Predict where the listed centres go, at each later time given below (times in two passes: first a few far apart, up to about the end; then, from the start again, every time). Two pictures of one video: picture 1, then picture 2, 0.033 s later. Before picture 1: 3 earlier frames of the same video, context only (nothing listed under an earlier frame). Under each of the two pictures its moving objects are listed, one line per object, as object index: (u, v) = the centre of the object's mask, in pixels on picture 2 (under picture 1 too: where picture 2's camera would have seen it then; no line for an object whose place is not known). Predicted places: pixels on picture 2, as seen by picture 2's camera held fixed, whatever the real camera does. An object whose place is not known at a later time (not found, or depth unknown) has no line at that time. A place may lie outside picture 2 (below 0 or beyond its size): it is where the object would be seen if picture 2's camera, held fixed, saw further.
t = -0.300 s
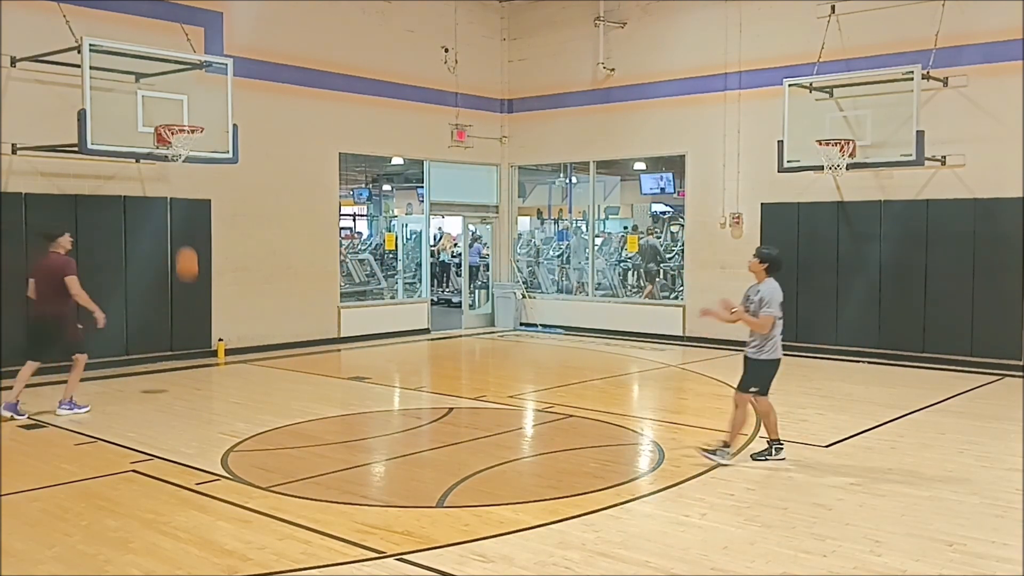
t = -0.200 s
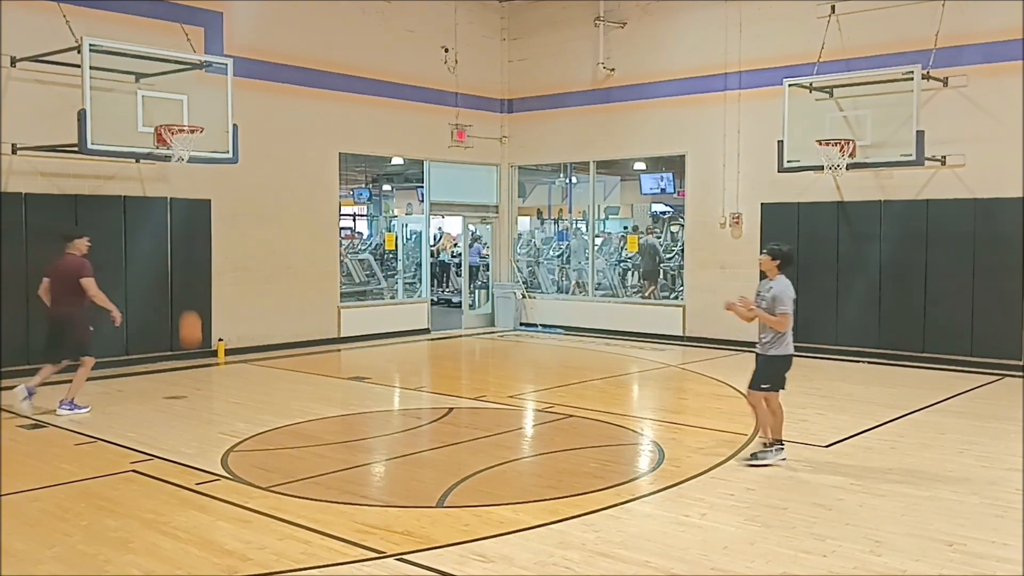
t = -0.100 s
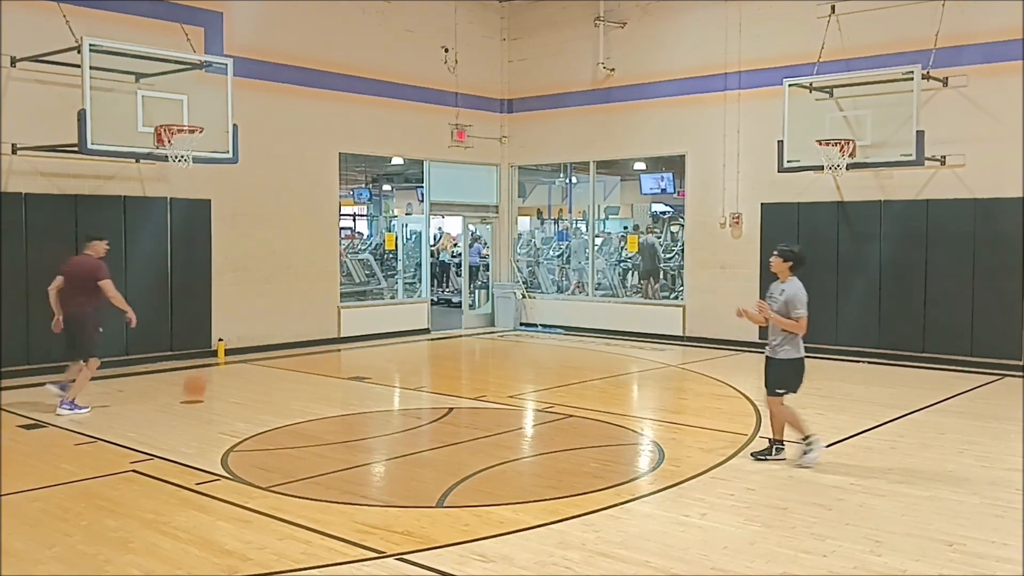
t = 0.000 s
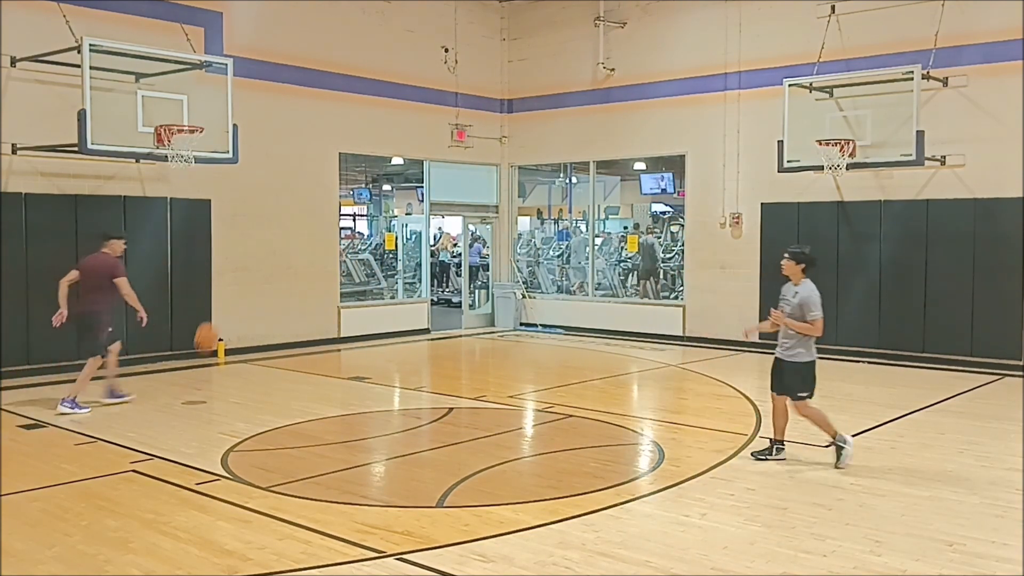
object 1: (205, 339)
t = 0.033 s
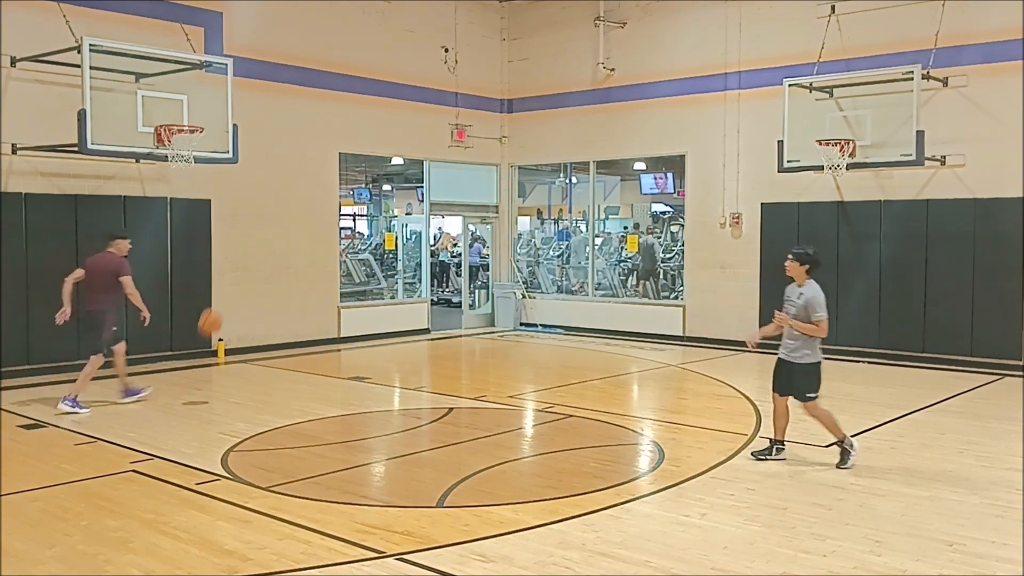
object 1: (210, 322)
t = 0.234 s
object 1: (235, 253)
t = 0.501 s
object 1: (271, 217)
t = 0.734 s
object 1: (306, 242)
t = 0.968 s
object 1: (344, 328)
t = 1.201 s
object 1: (381, 399)
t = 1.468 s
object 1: (420, 325)
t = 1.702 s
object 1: (457, 324)
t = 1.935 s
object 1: (497, 391)
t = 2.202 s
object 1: (546, 416)
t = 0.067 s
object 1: (214, 309)
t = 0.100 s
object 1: (218, 295)
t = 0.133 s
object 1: (223, 284)
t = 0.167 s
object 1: (227, 273)
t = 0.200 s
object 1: (231, 262)
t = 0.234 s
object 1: (235, 253)
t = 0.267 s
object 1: (239, 245)
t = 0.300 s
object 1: (244, 238)
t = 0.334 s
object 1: (248, 232)
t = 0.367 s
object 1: (253, 228)
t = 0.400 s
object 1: (258, 223)
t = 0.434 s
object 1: (262, 219)
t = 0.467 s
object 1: (267, 217)
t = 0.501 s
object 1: (271, 217)
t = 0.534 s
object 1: (276, 217)
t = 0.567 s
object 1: (281, 218)
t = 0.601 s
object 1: (286, 221)
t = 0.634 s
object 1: (291, 224)
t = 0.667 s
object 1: (296, 229)
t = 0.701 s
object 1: (301, 235)
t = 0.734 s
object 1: (306, 242)
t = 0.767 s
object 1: (311, 250)
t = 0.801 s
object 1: (316, 260)
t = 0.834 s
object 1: (322, 270)
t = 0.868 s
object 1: (327, 282)
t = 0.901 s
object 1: (333, 296)
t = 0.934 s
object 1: (338, 310)
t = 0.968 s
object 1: (344, 328)
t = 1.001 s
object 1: (349, 345)
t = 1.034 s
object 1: (355, 364)
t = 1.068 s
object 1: (360, 386)
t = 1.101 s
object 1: (366, 407)
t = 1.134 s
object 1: (371, 425)
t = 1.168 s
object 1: (376, 413)
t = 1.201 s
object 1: (381, 399)
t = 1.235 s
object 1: (385, 385)
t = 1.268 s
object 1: (390, 373)
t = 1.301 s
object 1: (395, 363)
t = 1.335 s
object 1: (400, 352)
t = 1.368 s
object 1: (405, 344)
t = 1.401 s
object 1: (410, 337)
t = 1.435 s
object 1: (414, 331)
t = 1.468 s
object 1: (420, 325)
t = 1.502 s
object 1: (426, 322)
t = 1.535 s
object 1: (431, 319)
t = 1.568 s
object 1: (436, 317)
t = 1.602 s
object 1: (441, 317)
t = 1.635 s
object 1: (446, 318)
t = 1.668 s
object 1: (452, 320)
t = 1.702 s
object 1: (457, 324)
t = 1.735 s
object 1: (463, 329)
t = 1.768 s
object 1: (468, 335)
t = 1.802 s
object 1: (474, 344)
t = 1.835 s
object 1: (480, 353)
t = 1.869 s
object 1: (486, 365)
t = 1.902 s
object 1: (491, 377)
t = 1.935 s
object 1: (497, 391)
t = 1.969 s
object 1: (504, 410)
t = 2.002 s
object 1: (510, 425)
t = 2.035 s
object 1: (515, 444)
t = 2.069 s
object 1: (522, 459)
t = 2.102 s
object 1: (529, 446)
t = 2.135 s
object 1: (535, 435)
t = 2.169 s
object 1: (541, 425)
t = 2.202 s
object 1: (546, 416)
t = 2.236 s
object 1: (552, 407)
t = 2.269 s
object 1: (559, 399)
